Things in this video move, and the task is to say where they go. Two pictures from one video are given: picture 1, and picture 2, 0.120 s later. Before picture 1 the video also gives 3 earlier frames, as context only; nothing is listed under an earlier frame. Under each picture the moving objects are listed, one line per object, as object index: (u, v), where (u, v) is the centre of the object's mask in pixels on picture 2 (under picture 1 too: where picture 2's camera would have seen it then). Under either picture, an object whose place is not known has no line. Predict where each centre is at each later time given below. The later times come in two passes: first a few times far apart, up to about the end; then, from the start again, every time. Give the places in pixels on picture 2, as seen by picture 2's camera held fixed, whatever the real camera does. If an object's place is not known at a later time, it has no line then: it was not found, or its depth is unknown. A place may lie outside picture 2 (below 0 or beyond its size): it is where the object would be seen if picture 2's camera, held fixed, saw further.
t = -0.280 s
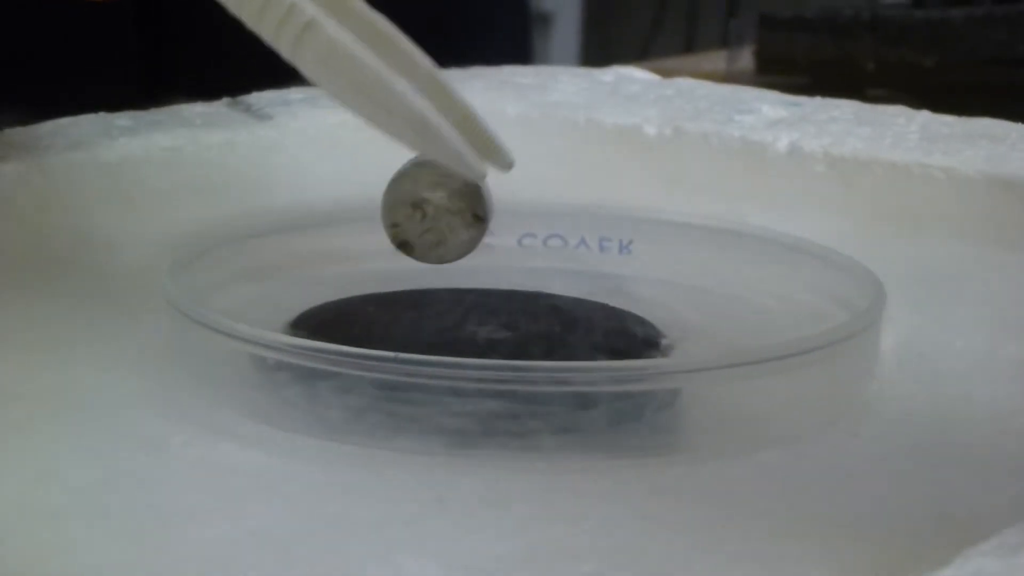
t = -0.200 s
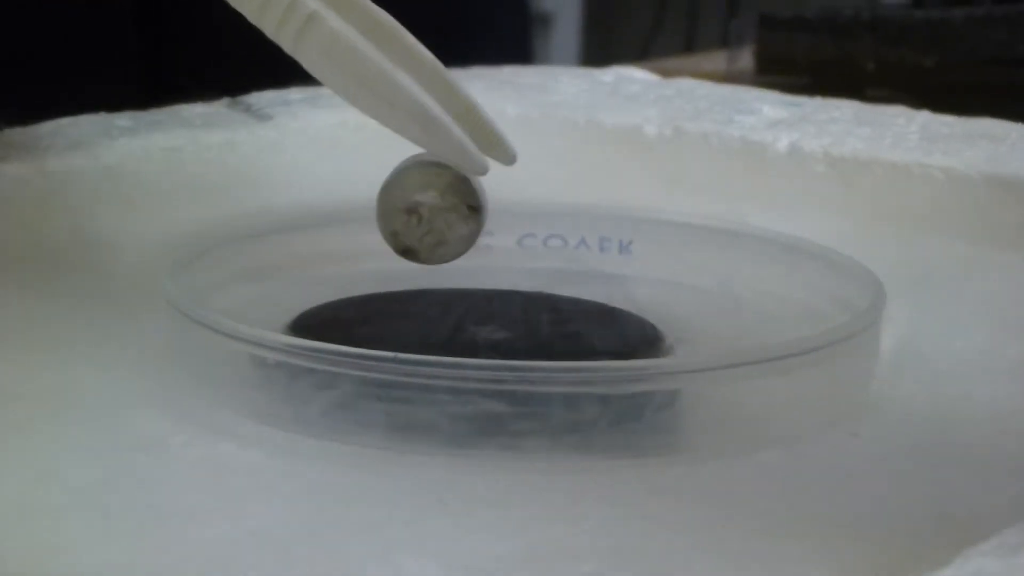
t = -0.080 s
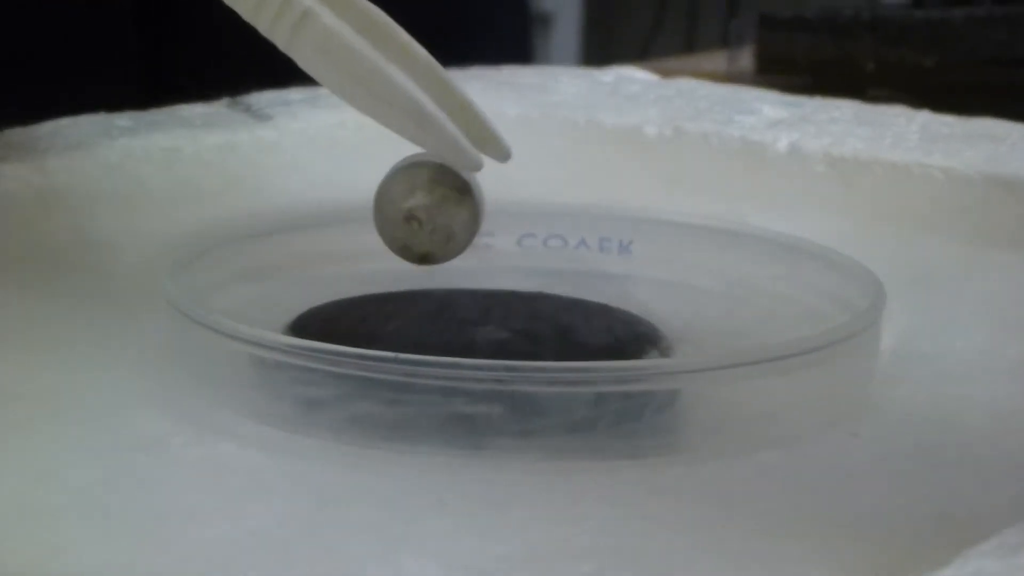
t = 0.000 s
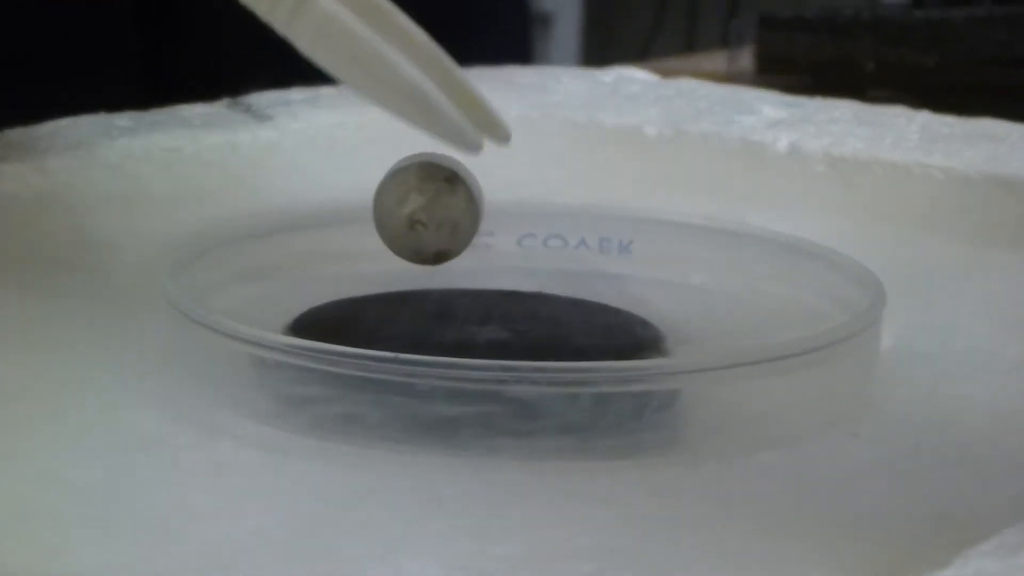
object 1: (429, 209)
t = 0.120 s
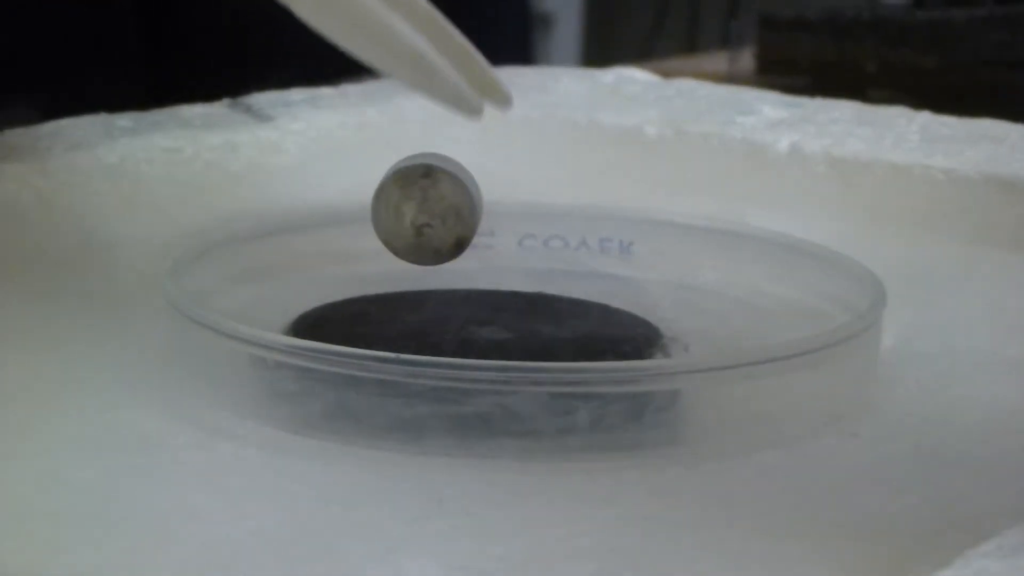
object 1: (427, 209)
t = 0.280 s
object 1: (425, 209)
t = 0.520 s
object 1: (420, 209)
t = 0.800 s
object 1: (387, 209)
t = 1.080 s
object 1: (238, 282)
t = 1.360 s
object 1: (239, 283)
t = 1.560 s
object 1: (239, 283)
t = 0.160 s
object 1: (426, 209)
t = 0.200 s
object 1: (426, 209)
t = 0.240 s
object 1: (425, 210)
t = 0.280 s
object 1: (425, 209)
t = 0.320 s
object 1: (424, 209)
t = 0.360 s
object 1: (424, 209)
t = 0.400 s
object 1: (423, 209)
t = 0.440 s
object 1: (422, 209)
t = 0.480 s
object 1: (421, 209)
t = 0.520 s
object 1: (420, 209)
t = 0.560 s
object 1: (418, 209)
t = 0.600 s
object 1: (416, 209)
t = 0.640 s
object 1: (413, 209)
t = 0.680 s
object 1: (410, 209)
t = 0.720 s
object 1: (405, 209)
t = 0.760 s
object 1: (397, 209)
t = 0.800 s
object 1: (387, 209)
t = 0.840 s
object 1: (370, 210)
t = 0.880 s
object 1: (344, 213)
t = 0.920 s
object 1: (303, 222)
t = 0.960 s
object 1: (243, 275)
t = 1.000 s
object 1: (241, 281)
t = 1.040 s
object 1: (239, 282)
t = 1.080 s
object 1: (238, 282)
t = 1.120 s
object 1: (241, 283)
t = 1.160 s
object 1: (239, 282)
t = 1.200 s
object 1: (239, 282)
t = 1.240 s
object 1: (239, 281)
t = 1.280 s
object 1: (239, 281)
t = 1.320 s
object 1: (239, 281)
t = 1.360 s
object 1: (239, 283)
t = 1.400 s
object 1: (238, 281)
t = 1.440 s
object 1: (239, 282)
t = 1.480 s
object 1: (238, 282)
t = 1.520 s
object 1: (238, 281)
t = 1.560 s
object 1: (239, 283)
